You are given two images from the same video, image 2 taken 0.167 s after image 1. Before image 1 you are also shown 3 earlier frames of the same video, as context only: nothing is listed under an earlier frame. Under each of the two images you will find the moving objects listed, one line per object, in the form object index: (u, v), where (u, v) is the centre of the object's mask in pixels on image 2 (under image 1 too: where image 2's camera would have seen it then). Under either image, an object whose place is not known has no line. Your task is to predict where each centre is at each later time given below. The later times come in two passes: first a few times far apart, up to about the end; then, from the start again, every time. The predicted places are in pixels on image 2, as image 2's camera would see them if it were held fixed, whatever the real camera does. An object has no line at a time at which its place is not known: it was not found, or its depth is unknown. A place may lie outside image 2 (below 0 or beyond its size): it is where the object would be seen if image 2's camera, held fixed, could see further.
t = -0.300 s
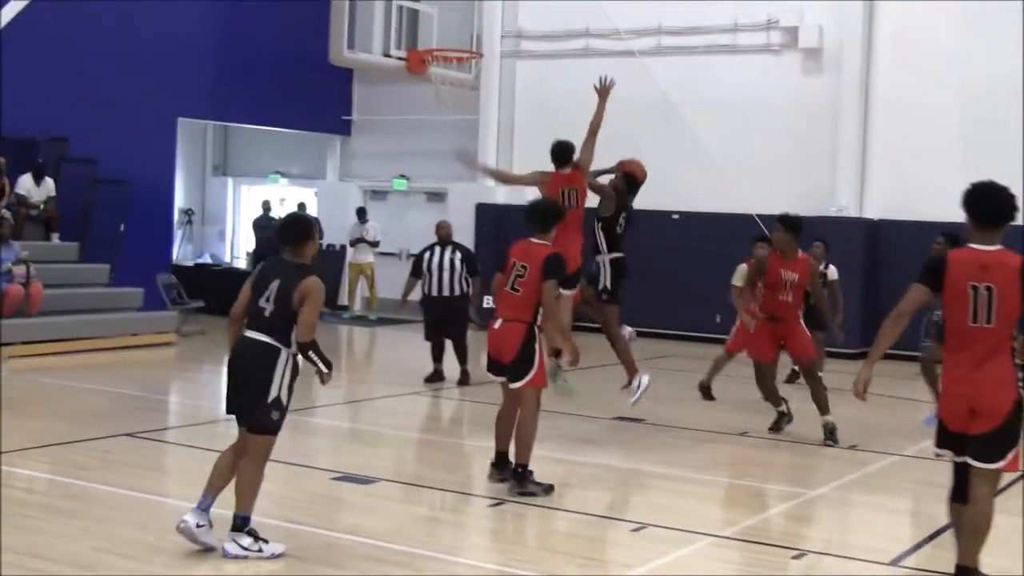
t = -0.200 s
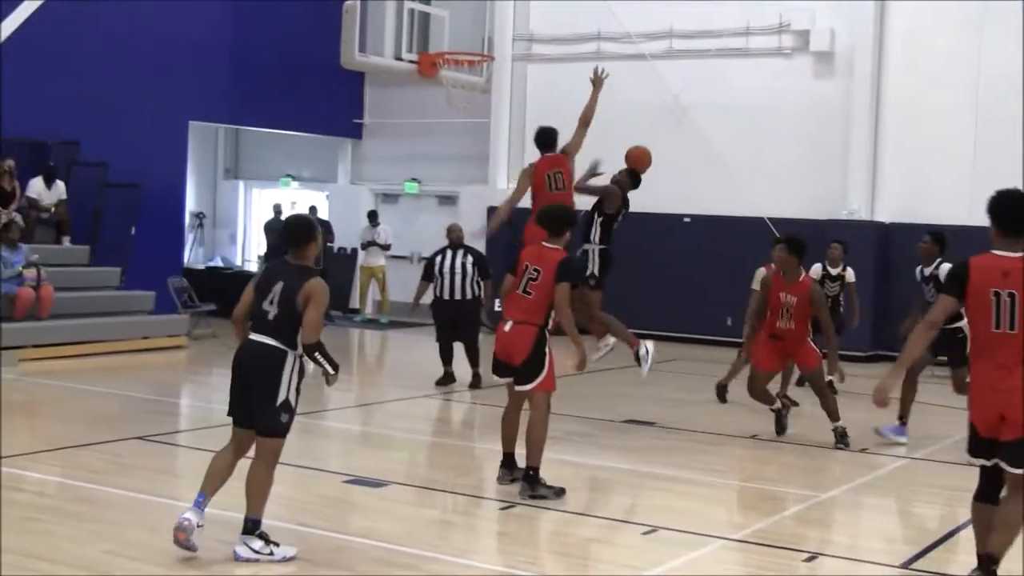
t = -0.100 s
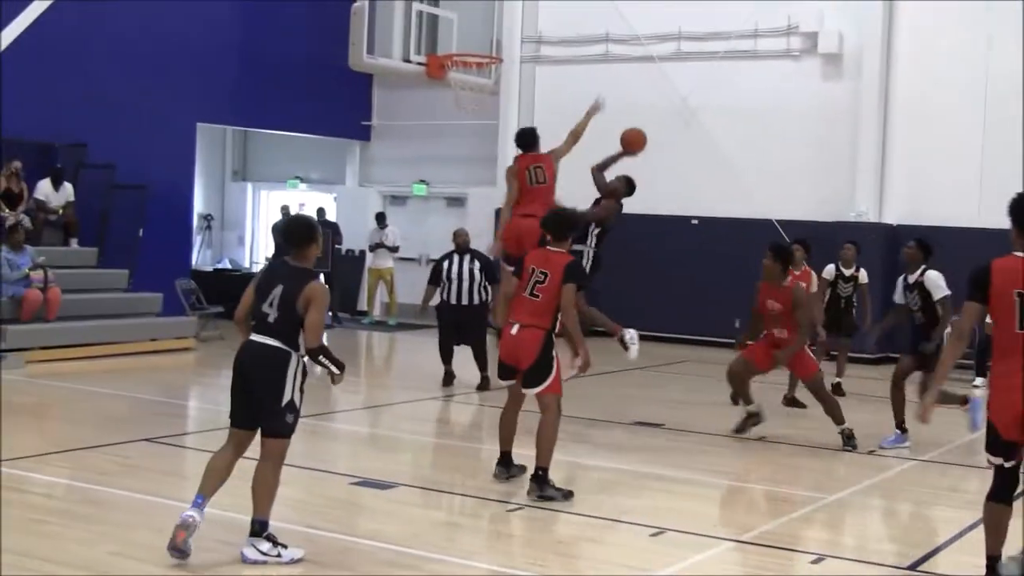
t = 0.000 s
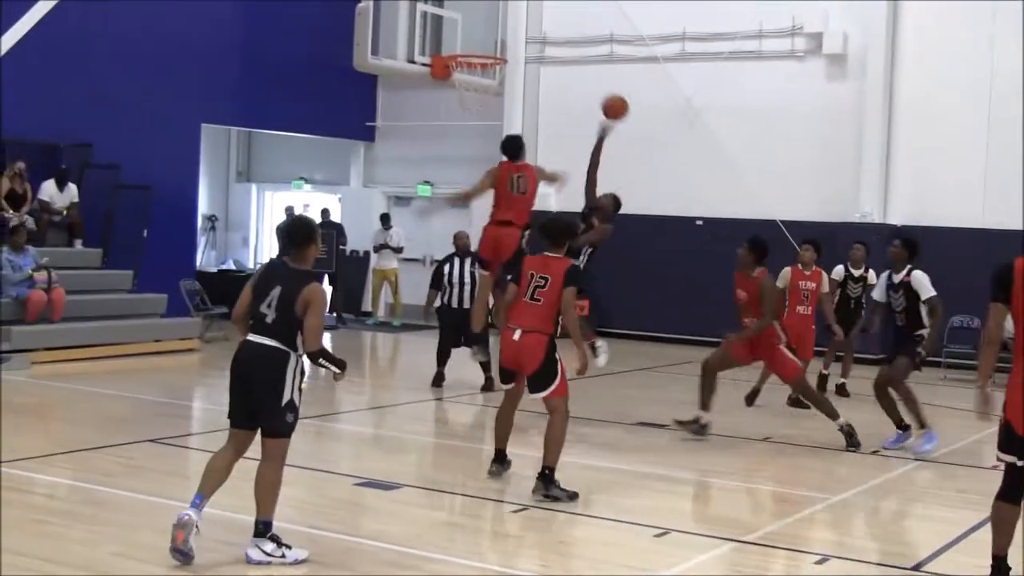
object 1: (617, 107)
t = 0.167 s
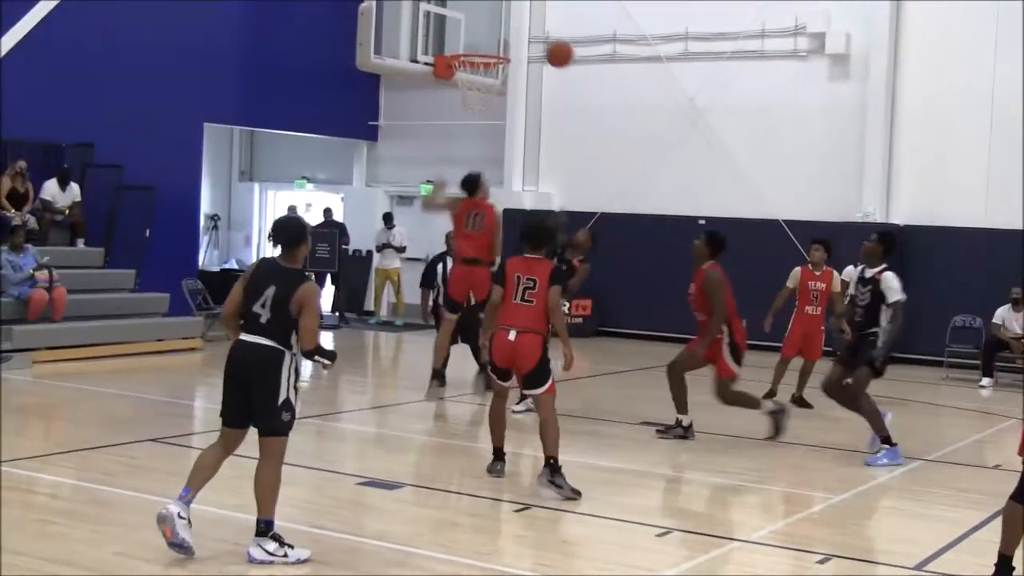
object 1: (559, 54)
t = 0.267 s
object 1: (521, 35)
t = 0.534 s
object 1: (469, 41)
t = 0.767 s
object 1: (483, 90)
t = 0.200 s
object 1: (547, 46)
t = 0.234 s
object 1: (535, 40)
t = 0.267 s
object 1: (521, 35)
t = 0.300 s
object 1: (509, 31)
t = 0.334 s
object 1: (496, 29)
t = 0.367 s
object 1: (482, 28)
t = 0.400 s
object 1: (470, 28)
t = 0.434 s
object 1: (470, 29)
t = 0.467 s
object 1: (470, 33)
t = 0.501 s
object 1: (469, 37)
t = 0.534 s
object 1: (469, 41)
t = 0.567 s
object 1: (469, 45)
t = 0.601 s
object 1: (469, 59)
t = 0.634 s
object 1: (469, 71)
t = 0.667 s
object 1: (470, 77)
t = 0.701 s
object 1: (474, 81)
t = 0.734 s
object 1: (478, 86)
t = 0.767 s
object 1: (483, 90)
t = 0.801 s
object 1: (487, 94)
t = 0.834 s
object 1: (490, 99)
